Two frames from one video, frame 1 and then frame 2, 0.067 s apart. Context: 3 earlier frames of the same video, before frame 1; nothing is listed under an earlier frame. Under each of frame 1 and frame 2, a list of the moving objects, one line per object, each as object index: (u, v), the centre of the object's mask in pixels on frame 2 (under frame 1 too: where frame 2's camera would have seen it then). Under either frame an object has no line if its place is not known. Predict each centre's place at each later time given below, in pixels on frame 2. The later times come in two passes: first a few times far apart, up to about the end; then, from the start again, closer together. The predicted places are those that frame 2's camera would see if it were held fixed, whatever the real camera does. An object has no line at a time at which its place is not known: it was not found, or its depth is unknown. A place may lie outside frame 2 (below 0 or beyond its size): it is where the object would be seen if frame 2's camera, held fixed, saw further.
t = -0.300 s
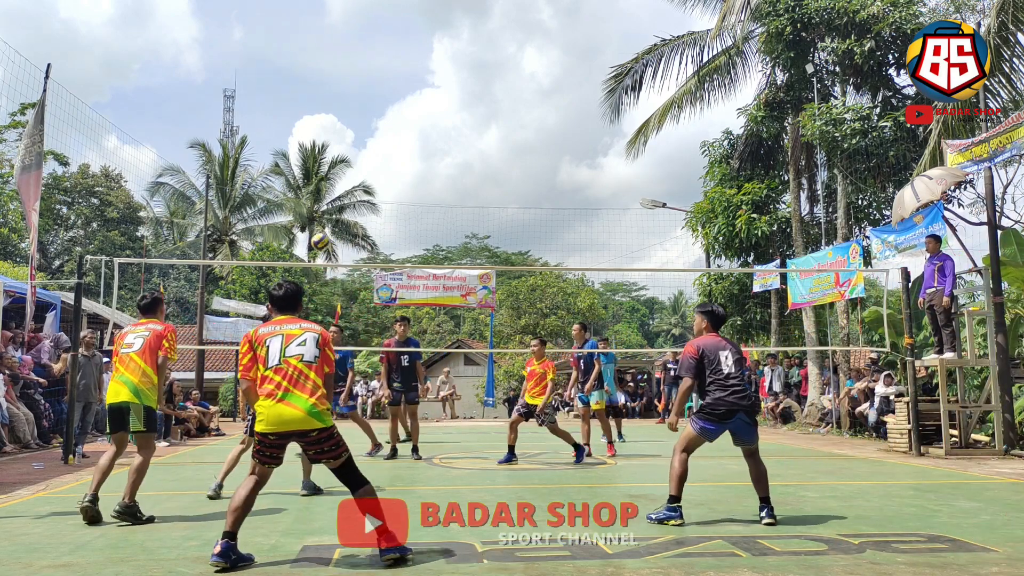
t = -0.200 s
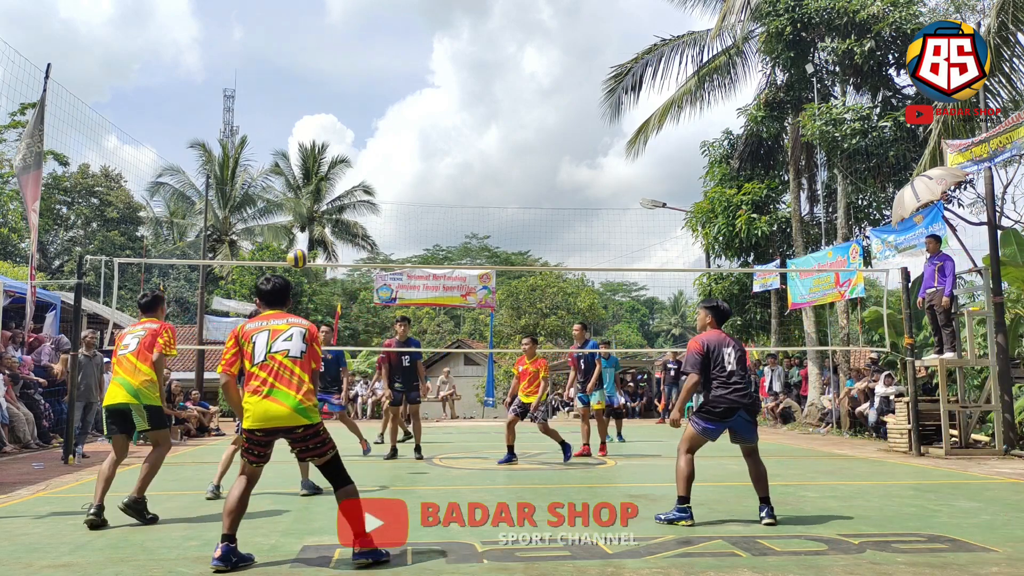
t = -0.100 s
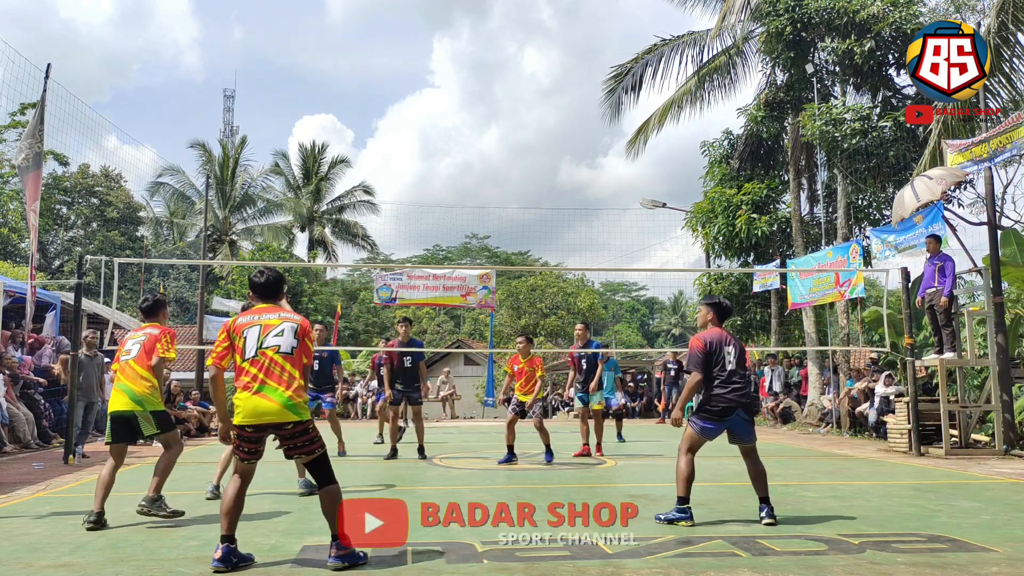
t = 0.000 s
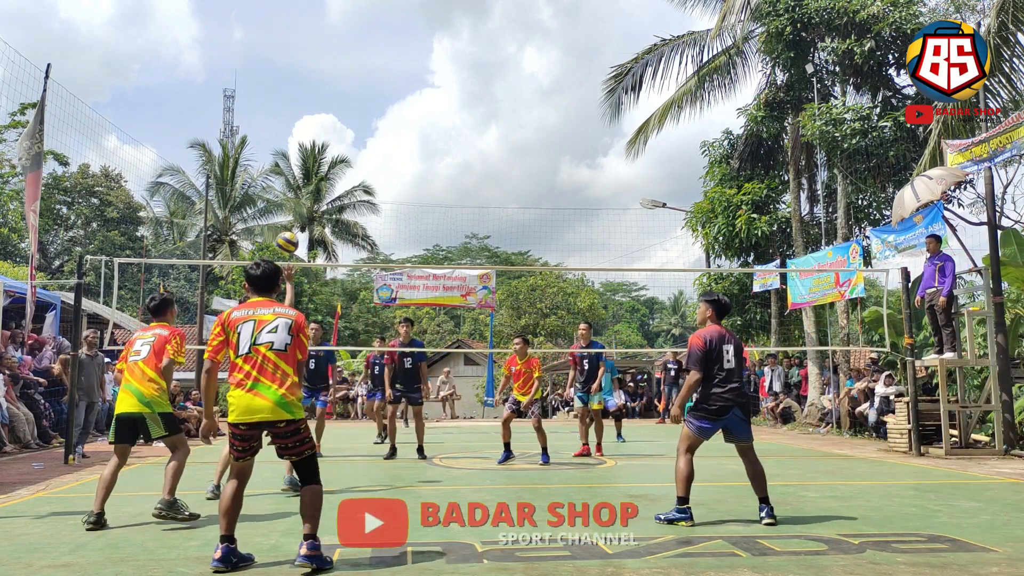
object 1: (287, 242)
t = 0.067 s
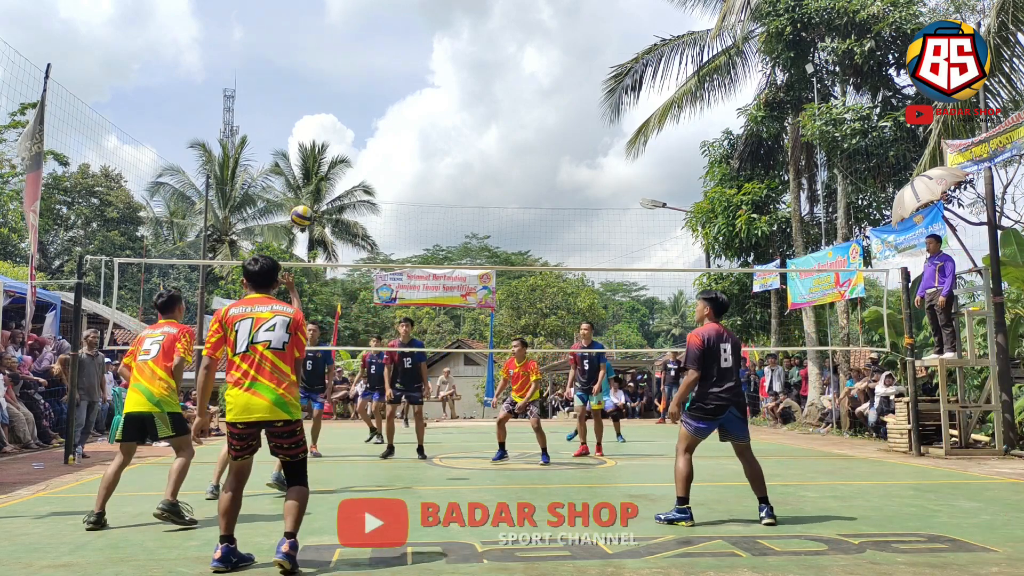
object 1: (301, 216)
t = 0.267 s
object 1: (339, 168)
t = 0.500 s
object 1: (378, 163)
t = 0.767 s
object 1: (414, 209)
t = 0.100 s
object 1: (308, 205)
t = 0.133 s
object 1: (315, 195)
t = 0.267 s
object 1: (339, 168)
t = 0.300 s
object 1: (346, 165)
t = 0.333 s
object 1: (351, 162)
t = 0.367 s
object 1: (357, 160)
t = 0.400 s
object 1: (362, 159)
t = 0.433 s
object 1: (367, 159)
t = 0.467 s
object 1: (373, 161)
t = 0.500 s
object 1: (378, 163)
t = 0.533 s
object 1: (382, 166)
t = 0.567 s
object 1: (387, 170)
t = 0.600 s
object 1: (392, 175)
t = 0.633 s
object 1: (397, 180)
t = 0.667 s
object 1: (401, 187)
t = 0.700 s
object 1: (405, 194)
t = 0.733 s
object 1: (409, 201)
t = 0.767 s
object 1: (414, 209)
